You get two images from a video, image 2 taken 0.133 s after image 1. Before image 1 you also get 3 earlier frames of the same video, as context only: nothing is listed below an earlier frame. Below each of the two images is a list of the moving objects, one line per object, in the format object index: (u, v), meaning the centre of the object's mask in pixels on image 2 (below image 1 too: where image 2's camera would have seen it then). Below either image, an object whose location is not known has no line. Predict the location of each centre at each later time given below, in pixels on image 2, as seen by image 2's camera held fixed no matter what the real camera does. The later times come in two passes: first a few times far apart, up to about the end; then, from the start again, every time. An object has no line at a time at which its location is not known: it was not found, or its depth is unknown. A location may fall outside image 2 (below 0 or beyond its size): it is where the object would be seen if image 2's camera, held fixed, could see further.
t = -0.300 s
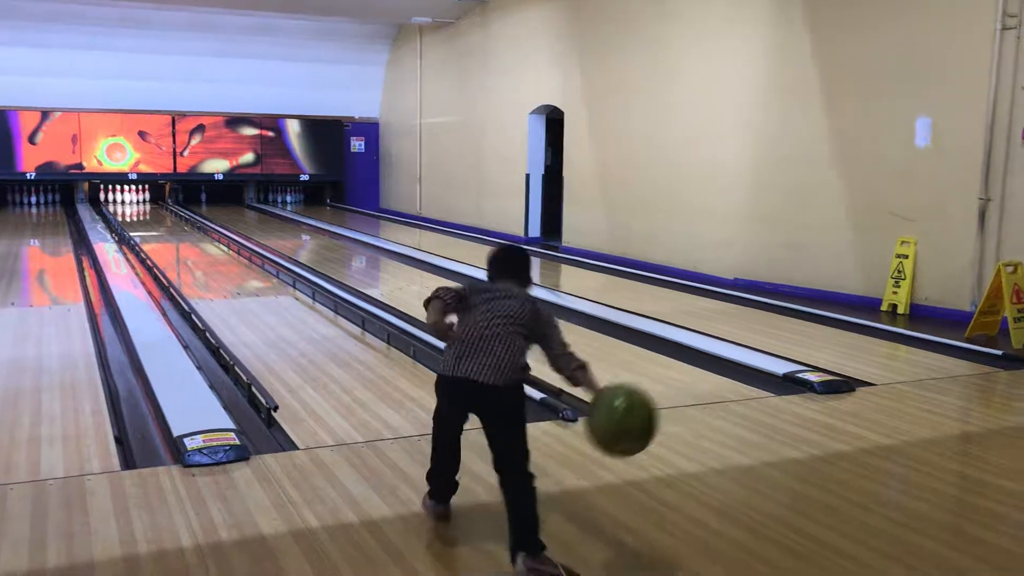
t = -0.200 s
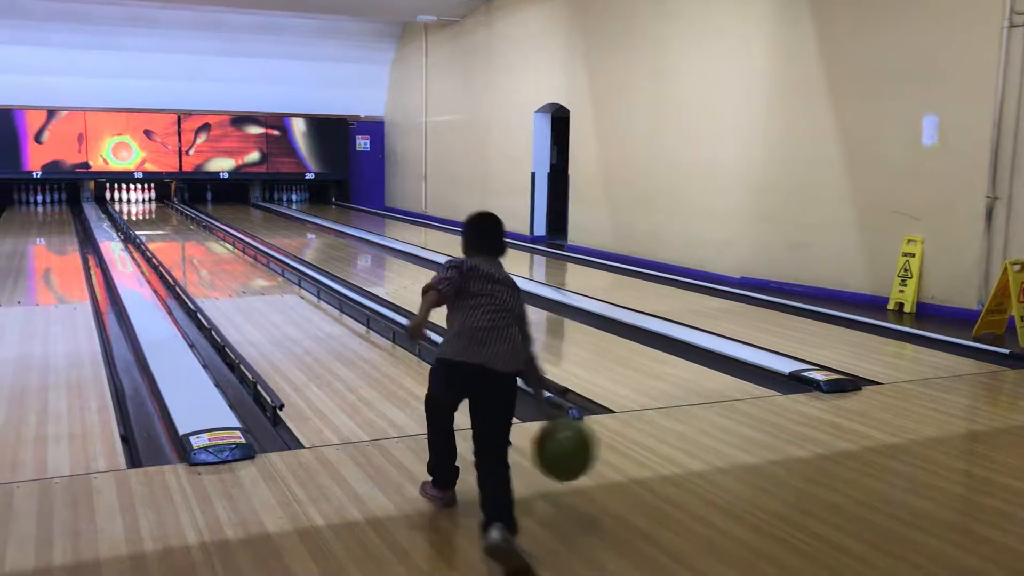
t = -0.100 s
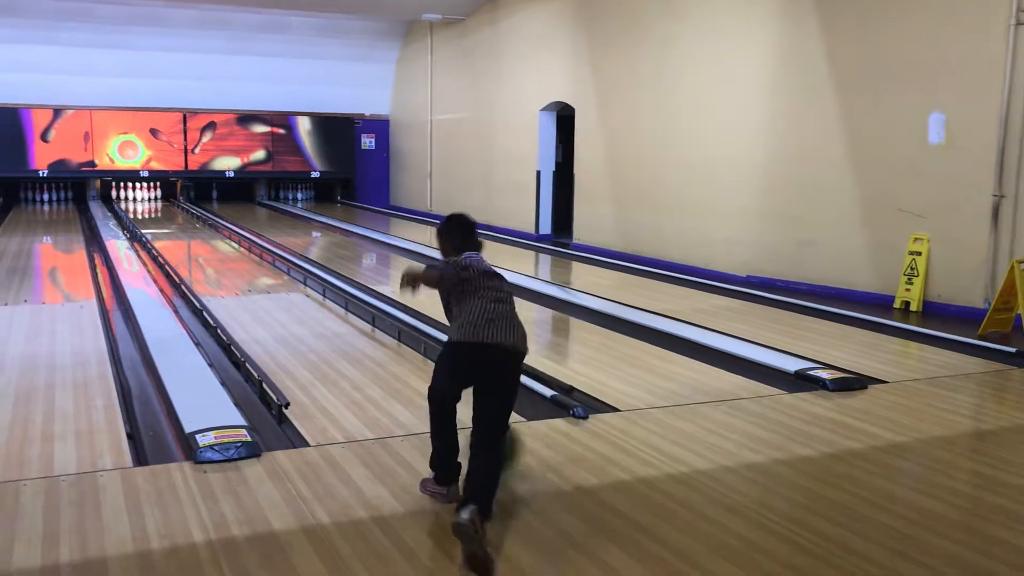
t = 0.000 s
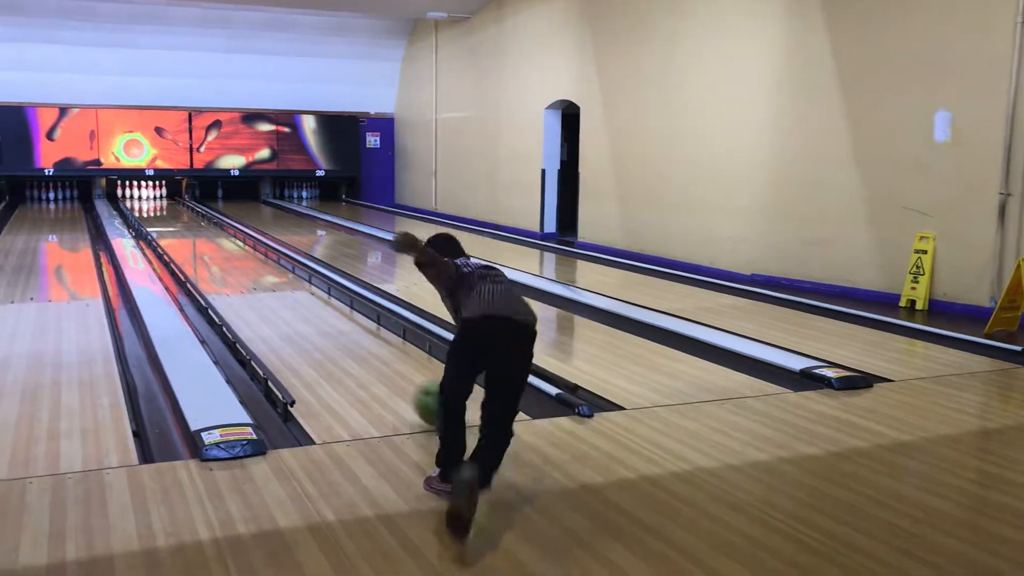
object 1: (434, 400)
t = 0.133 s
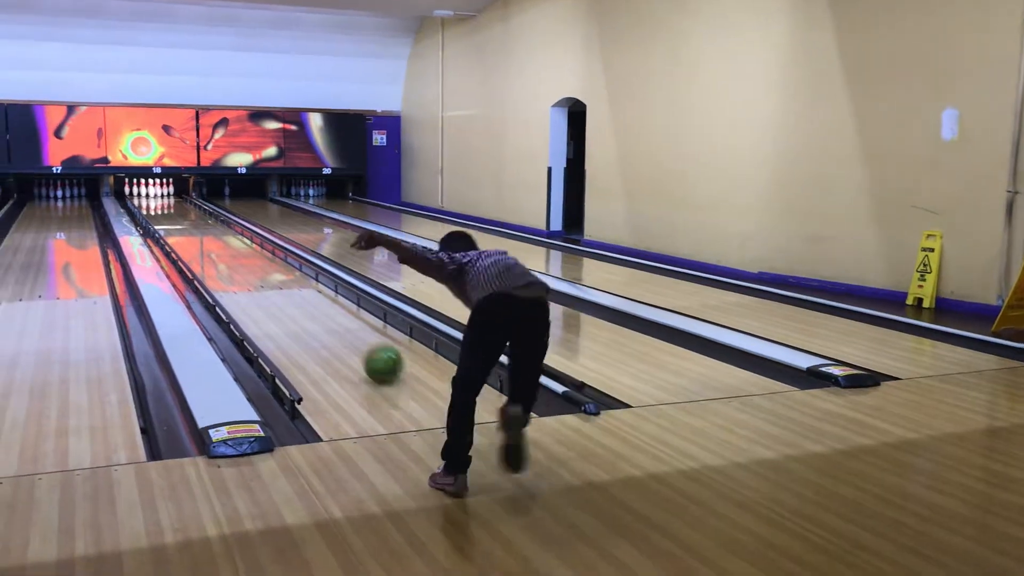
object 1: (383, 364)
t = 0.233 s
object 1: (348, 341)
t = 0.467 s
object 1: (290, 303)
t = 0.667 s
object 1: (256, 281)
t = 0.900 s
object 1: (225, 261)
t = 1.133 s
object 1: (203, 246)
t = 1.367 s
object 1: (185, 234)
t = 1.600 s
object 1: (172, 223)
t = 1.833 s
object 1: (161, 216)
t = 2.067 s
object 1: (153, 208)
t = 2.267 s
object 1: (150, 203)
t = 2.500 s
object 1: (147, 201)
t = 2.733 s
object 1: (145, 198)
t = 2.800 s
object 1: (144, 197)
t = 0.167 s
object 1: (370, 355)
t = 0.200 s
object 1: (359, 348)
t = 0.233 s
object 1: (348, 341)
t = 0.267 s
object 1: (338, 334)
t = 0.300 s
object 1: (329, 328)
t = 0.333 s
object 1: (320, 323)
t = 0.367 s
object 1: (311, 317)
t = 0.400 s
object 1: (304, 312)
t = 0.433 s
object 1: (296, 308)
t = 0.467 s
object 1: (290, 303)
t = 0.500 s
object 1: (283, 299)
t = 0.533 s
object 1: (277, 295)
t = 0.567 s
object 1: (271, 291)
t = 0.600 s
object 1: (266, 287)
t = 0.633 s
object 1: (260, 284)
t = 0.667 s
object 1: (256, 281)
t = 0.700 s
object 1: (251, 278)
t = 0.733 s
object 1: (246, 275)
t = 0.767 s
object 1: (242, 272)
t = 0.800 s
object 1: (236, 269)
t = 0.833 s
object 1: (233, 266)
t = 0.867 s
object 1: (228, 264)
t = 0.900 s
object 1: (225, 261)
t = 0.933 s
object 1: (222, 259)
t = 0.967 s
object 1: (218, 257)
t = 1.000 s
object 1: (215, 254)
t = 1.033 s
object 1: (211, 252)
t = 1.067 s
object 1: (208, 250)
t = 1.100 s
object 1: (206, 248)
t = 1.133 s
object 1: (203, 246)
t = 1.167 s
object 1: (200, 245)
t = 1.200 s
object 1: (198, 243)
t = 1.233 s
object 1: (195, 241)
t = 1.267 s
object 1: (192, 239)
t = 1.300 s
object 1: (190, 237)
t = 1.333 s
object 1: (188, 235)
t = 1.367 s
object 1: (185, 234)
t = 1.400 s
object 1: (183, 231)
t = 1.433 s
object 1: (181, 230)
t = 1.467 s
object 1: (179, 229)
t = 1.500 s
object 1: (177, 228)
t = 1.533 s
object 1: (175, 226)
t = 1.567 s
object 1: (173, 224)
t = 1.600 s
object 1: (172, 223)
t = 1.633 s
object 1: (170, 222)
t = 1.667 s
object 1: (168, 220)
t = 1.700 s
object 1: (167, 219)
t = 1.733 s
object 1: (164, 216)
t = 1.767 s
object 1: (162, 217)
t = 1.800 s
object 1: (161, 216)
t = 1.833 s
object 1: (161, 216)
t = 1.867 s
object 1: (159, 214)
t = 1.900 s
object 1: (157, 213)
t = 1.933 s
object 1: (156, 211)
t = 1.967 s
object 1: (154, 211)
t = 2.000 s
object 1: (154, 210)
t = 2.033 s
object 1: (153, 209)
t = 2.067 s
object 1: (153, 208)
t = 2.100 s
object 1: (152, 207)
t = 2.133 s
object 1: (152, 206)
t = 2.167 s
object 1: (151, 206)
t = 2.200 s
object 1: (151, 205)
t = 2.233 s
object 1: (150, 205)
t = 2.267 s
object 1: (150, 203)
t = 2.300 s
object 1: (150, 203)
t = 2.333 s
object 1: (150, 204)
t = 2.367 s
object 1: (149, 204)
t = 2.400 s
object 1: (148, 203)
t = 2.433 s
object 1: (148, 202)
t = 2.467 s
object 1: (148, 202)
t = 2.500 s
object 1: (147, 201)
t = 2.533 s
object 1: (146, 201)
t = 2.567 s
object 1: (146, 199)
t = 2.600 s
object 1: (146, 199)
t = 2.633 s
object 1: (146, 199)
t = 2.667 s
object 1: (146, 199)
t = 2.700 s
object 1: (146, 199)
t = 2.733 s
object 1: (145, 198)
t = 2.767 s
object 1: (144, 198)
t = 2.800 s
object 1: (144, 197)
